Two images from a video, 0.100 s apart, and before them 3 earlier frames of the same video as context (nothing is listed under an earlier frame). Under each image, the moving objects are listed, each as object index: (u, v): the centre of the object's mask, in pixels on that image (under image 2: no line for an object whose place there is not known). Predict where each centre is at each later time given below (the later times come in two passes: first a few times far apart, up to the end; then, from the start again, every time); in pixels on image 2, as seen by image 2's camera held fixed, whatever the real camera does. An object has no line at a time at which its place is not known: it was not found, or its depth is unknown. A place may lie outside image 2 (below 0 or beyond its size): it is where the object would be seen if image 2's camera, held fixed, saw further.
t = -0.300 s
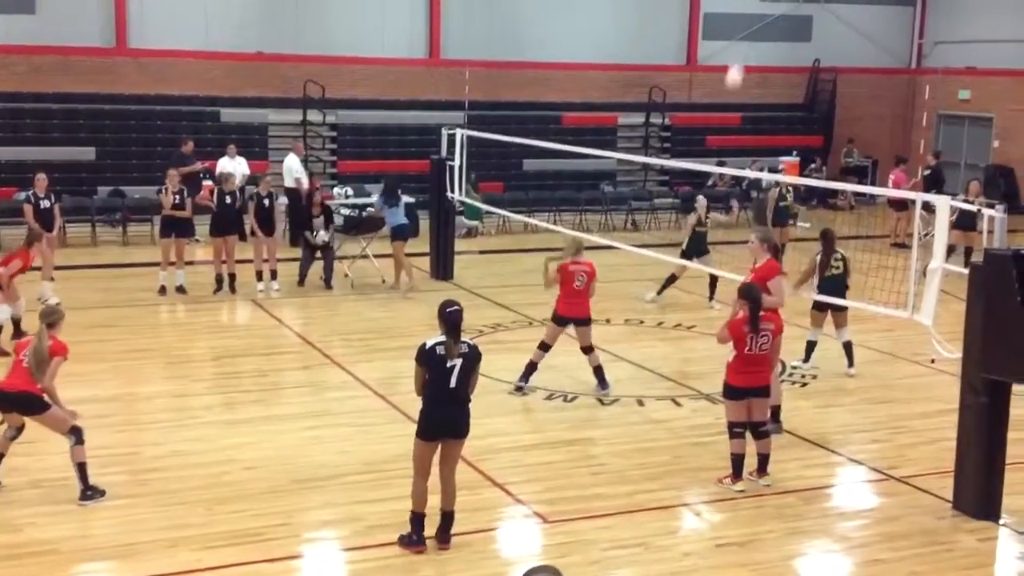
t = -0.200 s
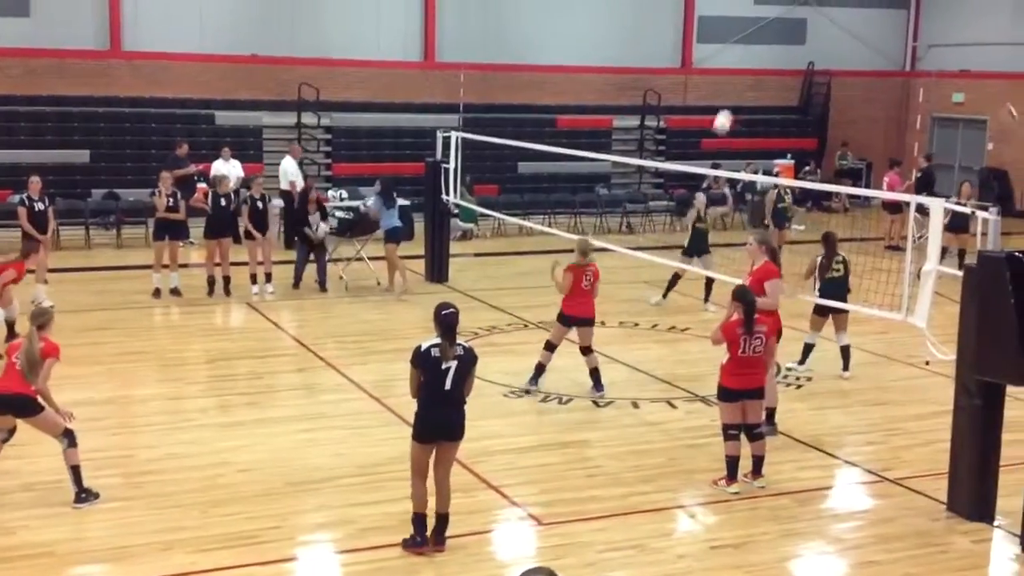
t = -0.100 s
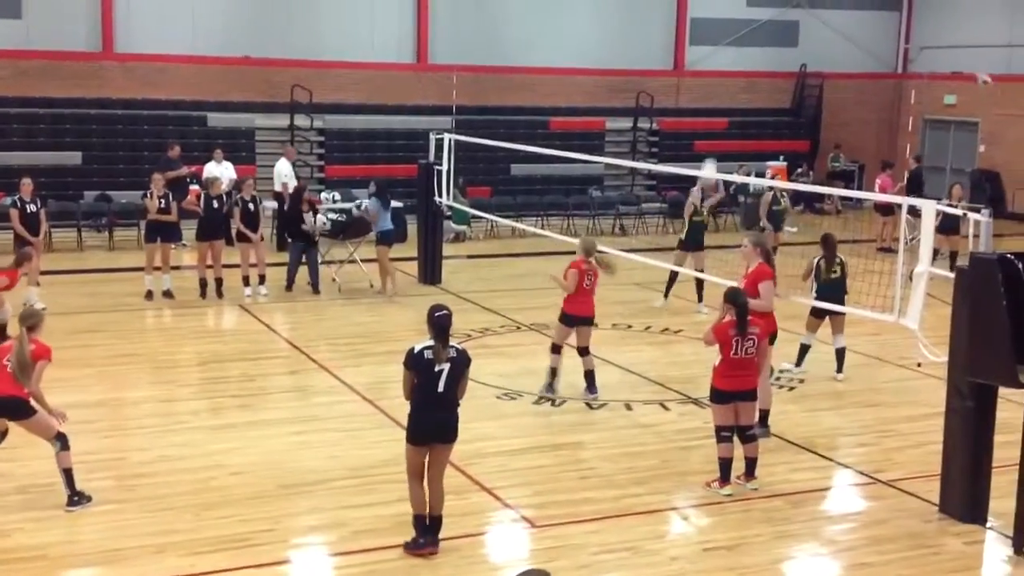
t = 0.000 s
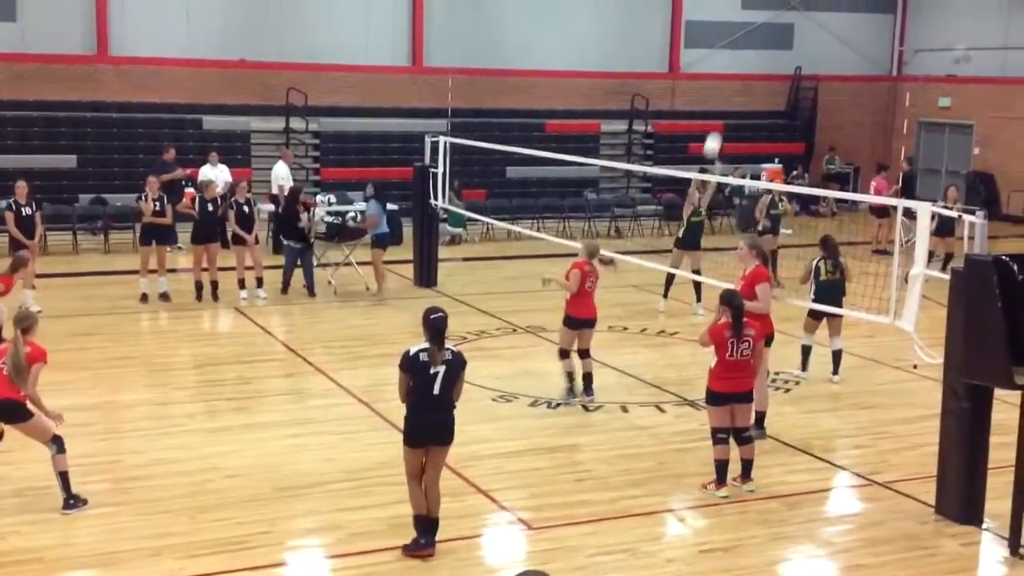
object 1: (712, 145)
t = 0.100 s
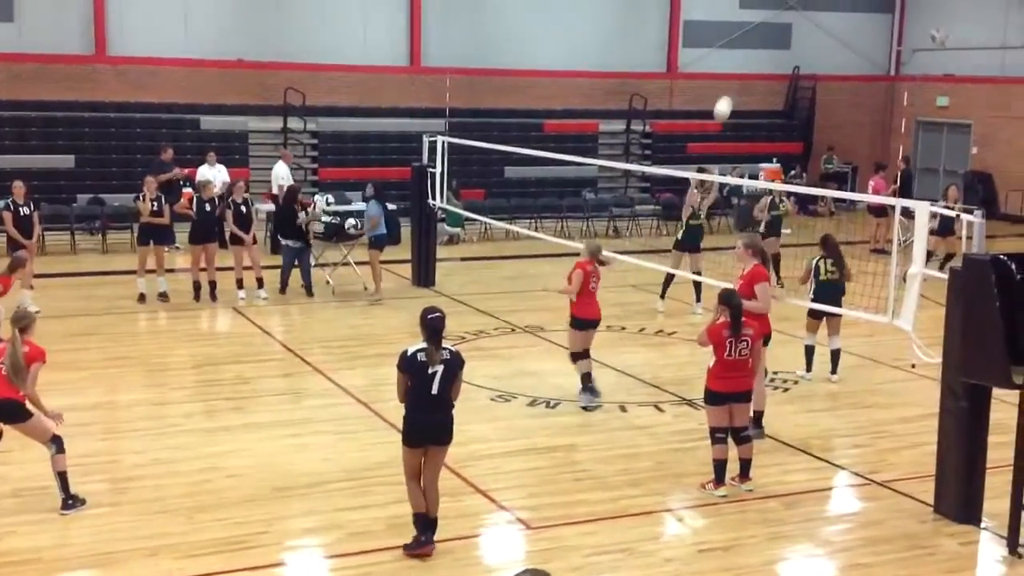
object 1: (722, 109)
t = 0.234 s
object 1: (738, 69)
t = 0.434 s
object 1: (762, 36)
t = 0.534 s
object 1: (774, 31)
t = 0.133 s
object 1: (727, 97)
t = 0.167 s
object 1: (731, 87)
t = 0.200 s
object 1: (734, 78)
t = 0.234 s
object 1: (738, 69)
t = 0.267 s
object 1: (742, 60)
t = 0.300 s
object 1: (746, 54)
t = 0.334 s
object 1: (750, 47)
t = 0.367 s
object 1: (754, 42)
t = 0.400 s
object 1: (758, 39)
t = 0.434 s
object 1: (762, 36)
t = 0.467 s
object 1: (766, 33)
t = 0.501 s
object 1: (770, 31)
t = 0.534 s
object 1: (774, 31)
